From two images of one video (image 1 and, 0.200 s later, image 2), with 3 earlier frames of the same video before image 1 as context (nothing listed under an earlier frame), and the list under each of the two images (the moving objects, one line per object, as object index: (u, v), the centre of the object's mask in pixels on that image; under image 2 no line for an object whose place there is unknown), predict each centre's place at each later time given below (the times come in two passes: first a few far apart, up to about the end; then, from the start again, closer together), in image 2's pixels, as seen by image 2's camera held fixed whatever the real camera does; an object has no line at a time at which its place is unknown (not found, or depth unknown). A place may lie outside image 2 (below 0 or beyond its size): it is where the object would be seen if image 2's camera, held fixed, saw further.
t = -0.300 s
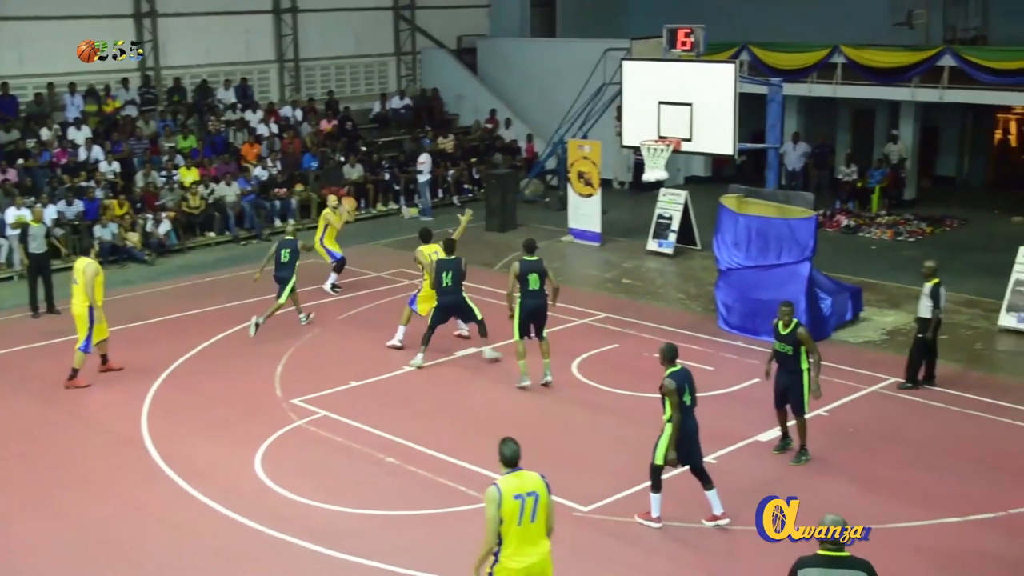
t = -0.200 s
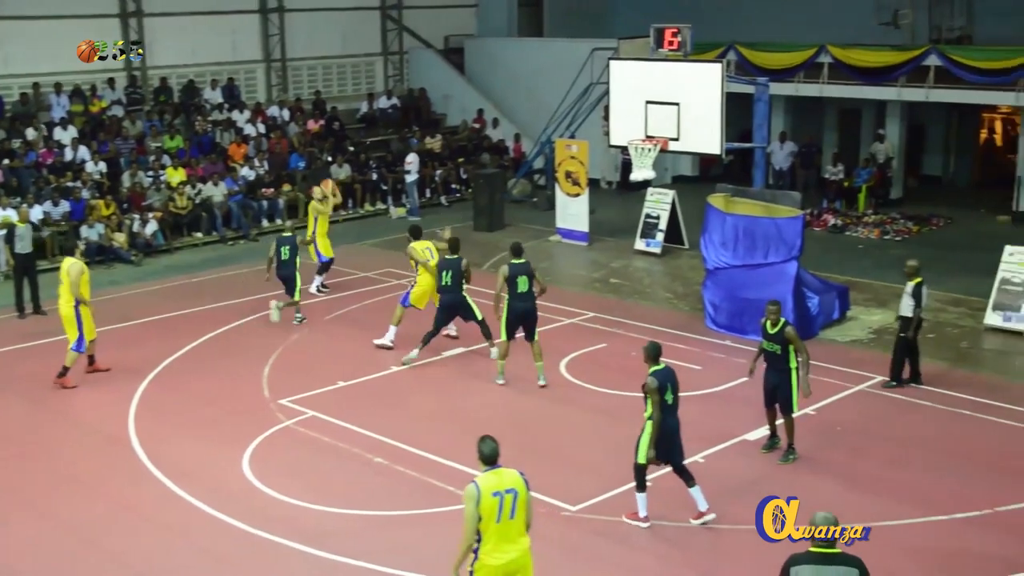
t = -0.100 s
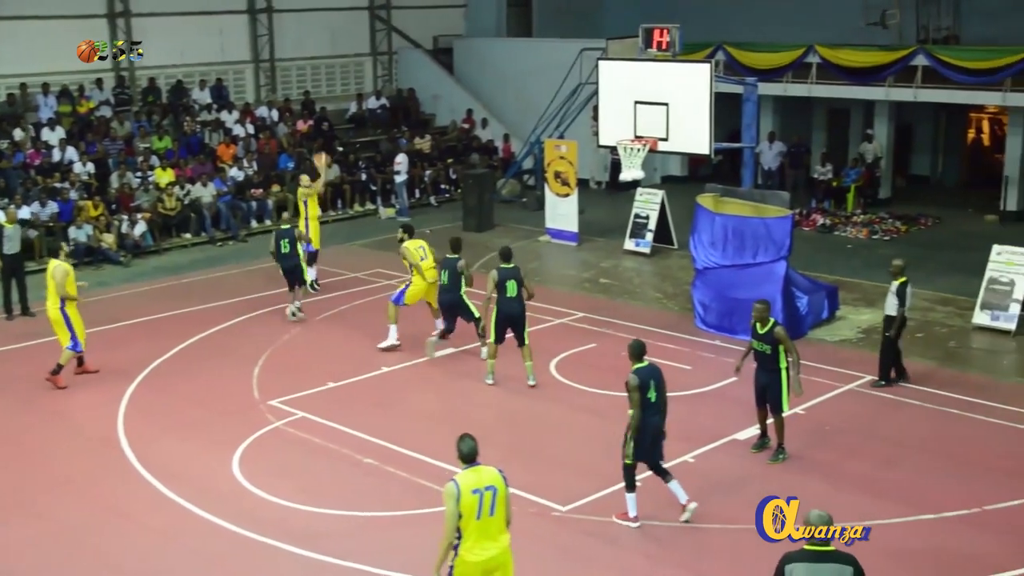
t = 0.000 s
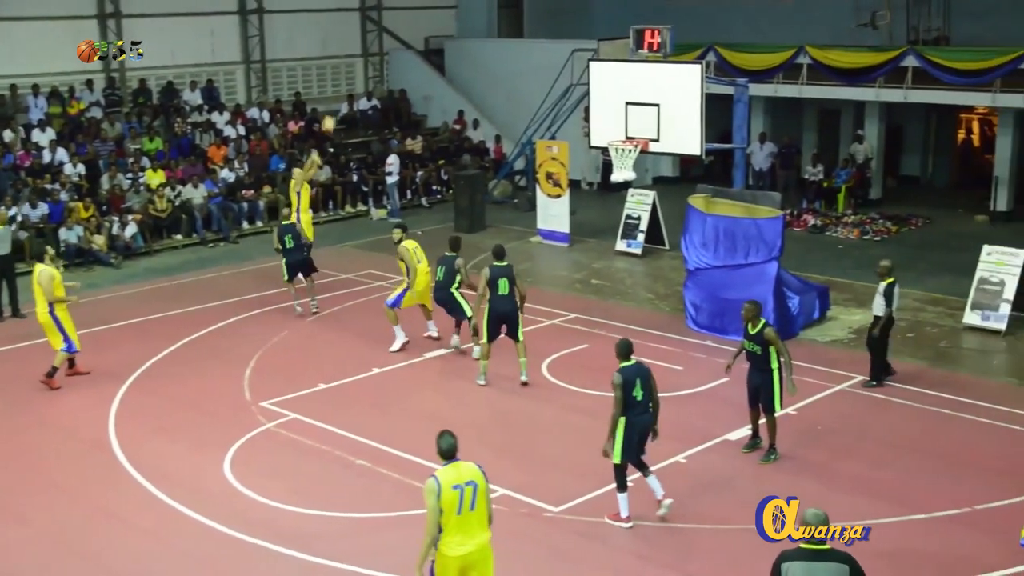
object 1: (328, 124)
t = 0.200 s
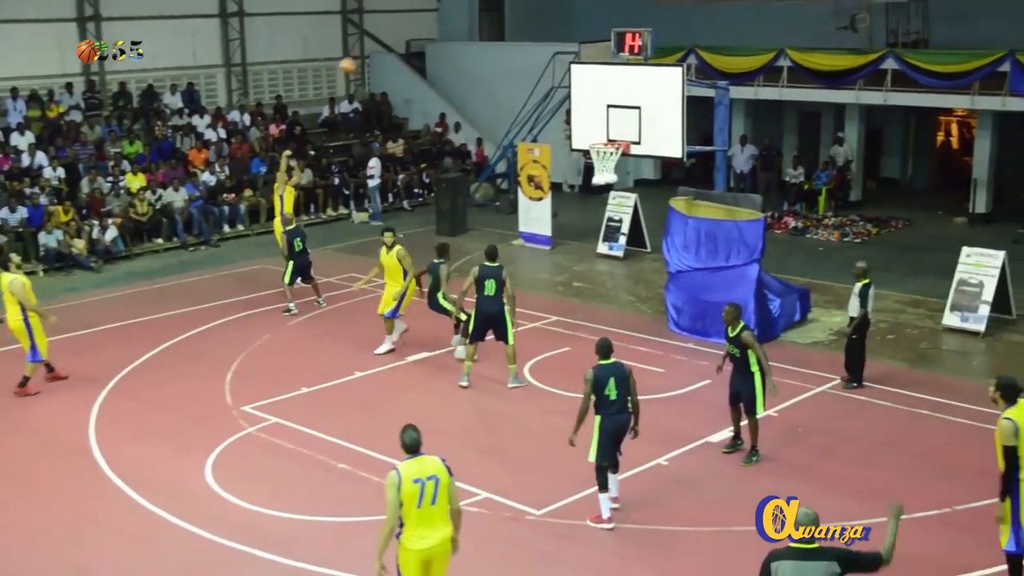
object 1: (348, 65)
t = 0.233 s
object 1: (354, 57)
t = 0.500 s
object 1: (411, 12)
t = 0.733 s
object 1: (467, 11)
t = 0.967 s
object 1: (530, 50)
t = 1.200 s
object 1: (594, 134)
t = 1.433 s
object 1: (618, 172)
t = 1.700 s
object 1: (628, 229)
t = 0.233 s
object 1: (354, 57)
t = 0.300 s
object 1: (368, 41)
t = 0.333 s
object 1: (375, 35)
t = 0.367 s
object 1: (382, 29)
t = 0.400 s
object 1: (389, 24)
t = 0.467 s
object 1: (404, 16)
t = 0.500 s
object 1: (411, 12)
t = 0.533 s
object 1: (419, 10)
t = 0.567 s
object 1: (427, 8)
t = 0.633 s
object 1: (442, 7)
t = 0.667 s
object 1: (450, 8)
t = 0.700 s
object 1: (459, 9)
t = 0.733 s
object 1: (467, 11)
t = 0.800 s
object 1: (485, 18)
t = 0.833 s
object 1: (494, 23)
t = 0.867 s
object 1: (502, 29)
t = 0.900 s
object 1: (511, 34)
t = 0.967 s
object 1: (530, 50)
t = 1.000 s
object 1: (539, 59)
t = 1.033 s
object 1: (547, 69)
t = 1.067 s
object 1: (557, 80)
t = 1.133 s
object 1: (574, 105)
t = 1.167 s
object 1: (584, 119)
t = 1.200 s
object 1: (594, 134)
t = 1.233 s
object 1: (602, 150)
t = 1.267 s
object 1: (611, 158)
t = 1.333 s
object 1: (621, 167)
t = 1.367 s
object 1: (619, 167)
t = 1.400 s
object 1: (618, 169)
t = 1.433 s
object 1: (618, 172)
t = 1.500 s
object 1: (621, 182)
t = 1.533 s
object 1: (621, 186)
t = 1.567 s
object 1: (623, 193)
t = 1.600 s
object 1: (624, 202)
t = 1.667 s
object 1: (627, 219)
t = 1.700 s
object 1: (628, 229)
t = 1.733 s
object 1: (629, 239)
